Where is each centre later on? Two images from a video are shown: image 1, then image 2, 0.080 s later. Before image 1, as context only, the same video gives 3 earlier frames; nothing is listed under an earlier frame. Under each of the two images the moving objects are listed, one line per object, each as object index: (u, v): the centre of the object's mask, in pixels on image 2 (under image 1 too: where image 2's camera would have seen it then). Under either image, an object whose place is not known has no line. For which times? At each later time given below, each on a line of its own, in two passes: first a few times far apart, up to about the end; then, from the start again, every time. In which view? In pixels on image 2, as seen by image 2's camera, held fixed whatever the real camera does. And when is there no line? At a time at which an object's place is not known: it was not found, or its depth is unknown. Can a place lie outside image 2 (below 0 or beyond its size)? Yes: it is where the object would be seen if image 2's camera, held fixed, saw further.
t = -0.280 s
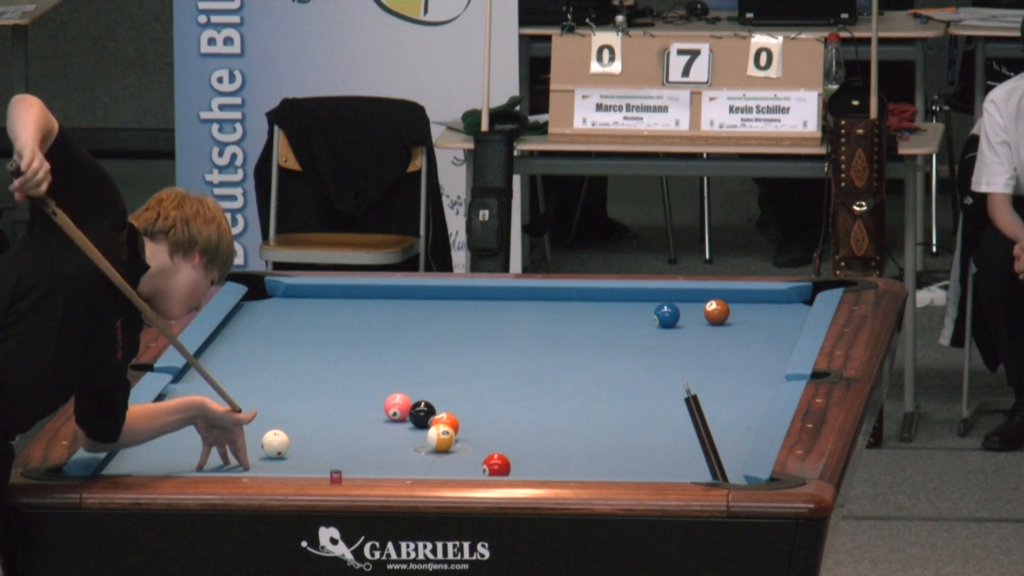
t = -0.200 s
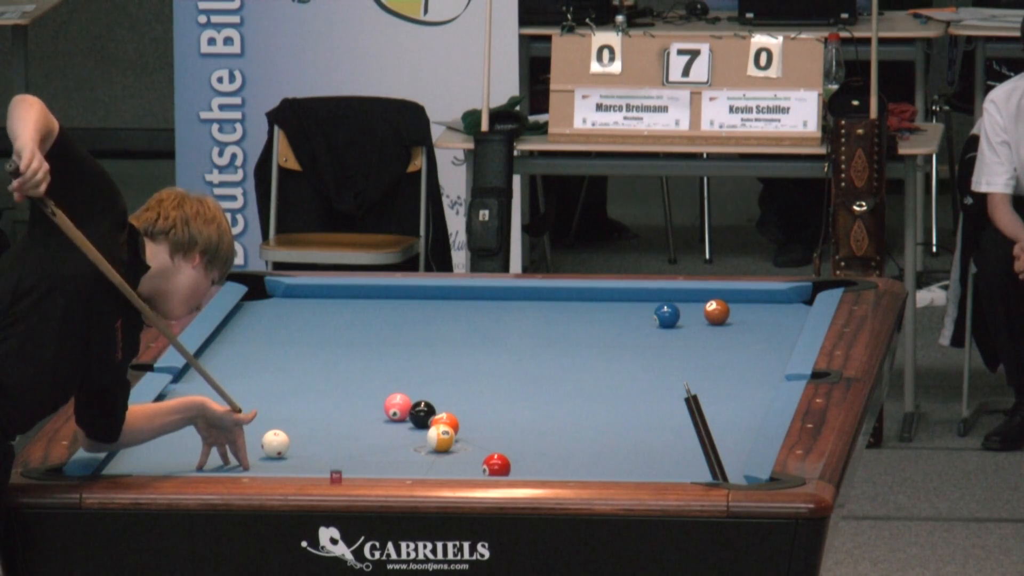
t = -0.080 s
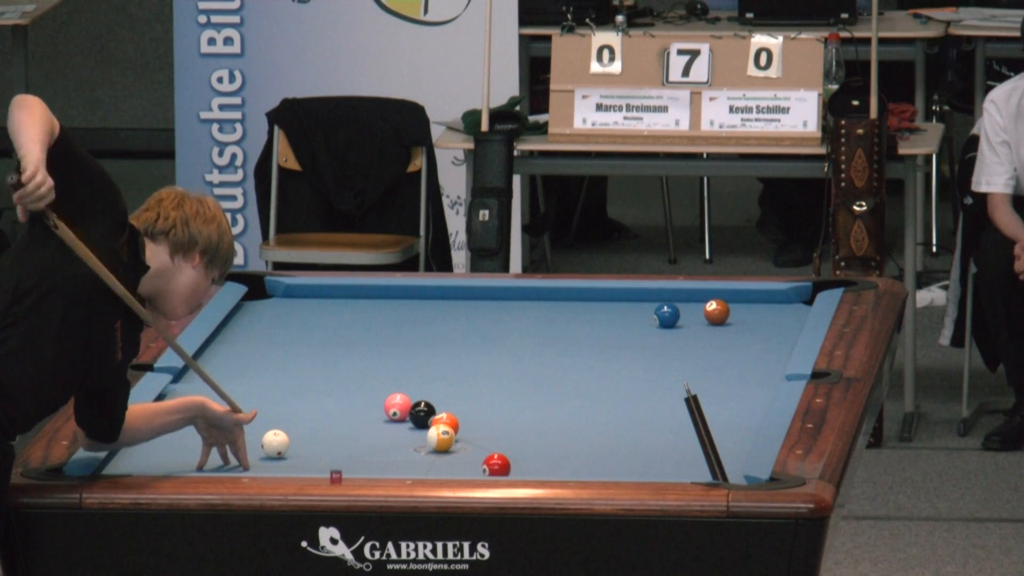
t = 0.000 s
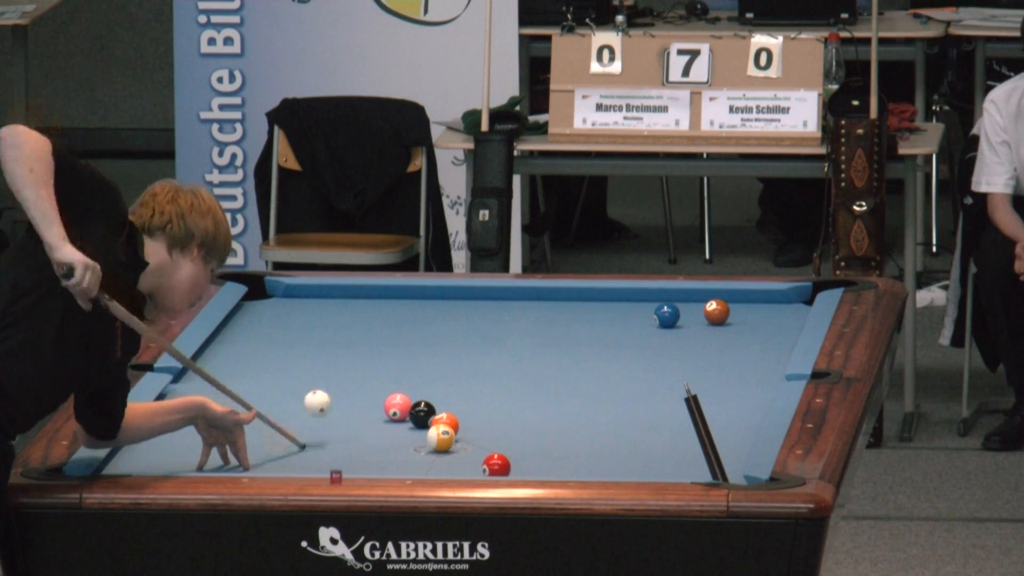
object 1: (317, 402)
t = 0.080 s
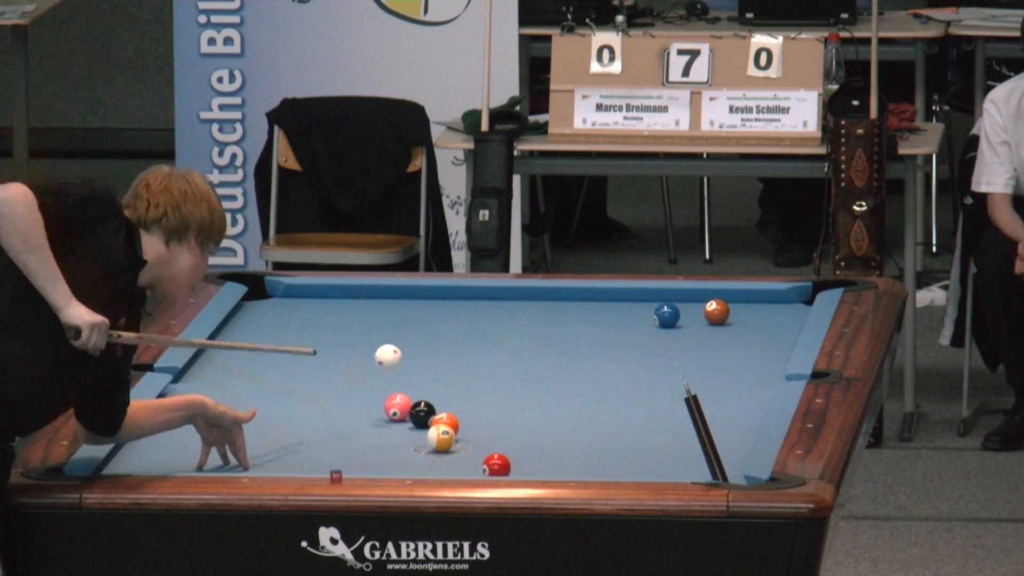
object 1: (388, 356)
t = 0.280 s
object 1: (557, 341)
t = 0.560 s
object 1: (745, 318)
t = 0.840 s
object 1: (737, 321)
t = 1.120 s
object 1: (666, 324)
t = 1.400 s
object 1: (598, 327)
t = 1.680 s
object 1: (533, 330)
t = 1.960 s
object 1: (471, 332)
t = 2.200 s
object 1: (420, 335)
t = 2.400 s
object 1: (379, 336)
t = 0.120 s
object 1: (423, 345)
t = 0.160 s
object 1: (458, 340)
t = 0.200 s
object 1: (492, 344)
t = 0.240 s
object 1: (526, 356)
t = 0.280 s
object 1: (557, 341)
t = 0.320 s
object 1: (587, 325)
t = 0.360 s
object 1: (617, 315)
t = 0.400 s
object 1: (648, 314)
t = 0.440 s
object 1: (675, 318)
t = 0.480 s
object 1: (699, 317)
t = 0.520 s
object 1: (723, 318)
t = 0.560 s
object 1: (745, 318)
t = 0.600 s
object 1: (767, 318)
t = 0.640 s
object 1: (788, 318)
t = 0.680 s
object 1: (788, 319)
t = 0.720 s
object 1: (773, 319)
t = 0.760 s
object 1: (759, 320)
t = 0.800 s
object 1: (748, 320)
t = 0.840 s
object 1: (737, 321)
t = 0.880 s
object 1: (727, 321)
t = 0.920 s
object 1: (717, 322)
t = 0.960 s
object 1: (707, 322)
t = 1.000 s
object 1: (697, 323)
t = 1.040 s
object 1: (686, 323)
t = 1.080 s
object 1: (676, 324)
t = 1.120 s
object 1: (666, 324)
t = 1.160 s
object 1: (657, 325)
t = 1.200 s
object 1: (647, 325)
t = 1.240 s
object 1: (637, 326)
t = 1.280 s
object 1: (627, 326)
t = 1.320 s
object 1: (617, 326)
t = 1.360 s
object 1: (607, 326)
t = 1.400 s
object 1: (598, 327)
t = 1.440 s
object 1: (589, 327)
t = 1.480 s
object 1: (579, 328)
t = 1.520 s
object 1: (570, 328)
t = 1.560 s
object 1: (561, 329)
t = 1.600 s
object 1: (551, 329)
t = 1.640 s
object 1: (542, 330)
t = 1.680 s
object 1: (533, 330)
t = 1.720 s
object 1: (524, 330)
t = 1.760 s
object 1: (515, 331)
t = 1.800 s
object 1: (506, 331)
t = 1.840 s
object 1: (497, 331)
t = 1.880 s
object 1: (488, 331)
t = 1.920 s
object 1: (479, 332)
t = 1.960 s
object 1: (471, 332)
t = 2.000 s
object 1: (462, 333)
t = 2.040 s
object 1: (453, 333)
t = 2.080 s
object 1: (445, 333)
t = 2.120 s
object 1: (436, 334)
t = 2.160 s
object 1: (428, 334)
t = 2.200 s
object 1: (420, 335)
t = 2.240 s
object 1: (414, 338)
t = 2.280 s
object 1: (401, 331)
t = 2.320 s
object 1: (395, 335)
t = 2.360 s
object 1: (387, 335)
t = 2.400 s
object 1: (379, 336)
